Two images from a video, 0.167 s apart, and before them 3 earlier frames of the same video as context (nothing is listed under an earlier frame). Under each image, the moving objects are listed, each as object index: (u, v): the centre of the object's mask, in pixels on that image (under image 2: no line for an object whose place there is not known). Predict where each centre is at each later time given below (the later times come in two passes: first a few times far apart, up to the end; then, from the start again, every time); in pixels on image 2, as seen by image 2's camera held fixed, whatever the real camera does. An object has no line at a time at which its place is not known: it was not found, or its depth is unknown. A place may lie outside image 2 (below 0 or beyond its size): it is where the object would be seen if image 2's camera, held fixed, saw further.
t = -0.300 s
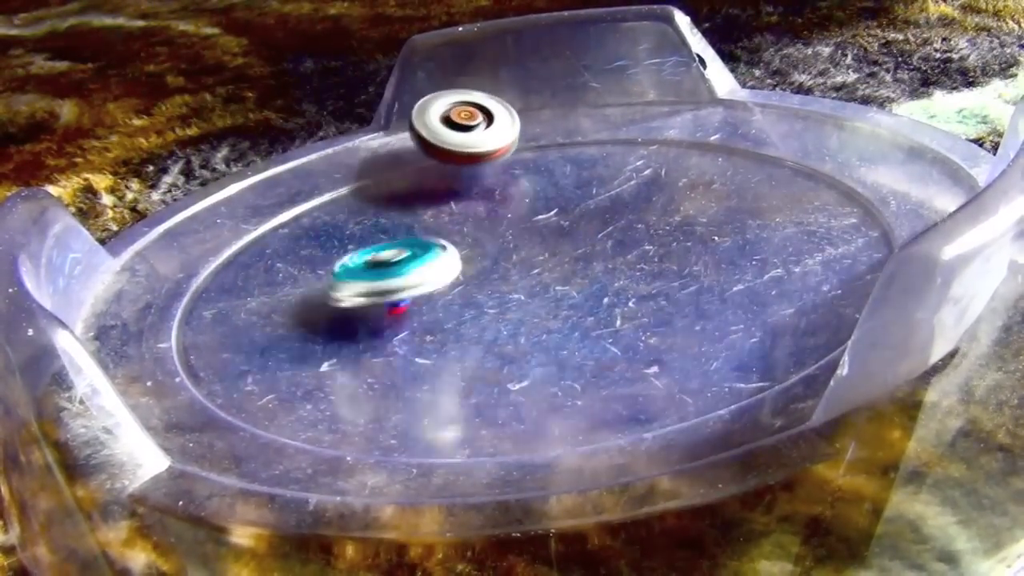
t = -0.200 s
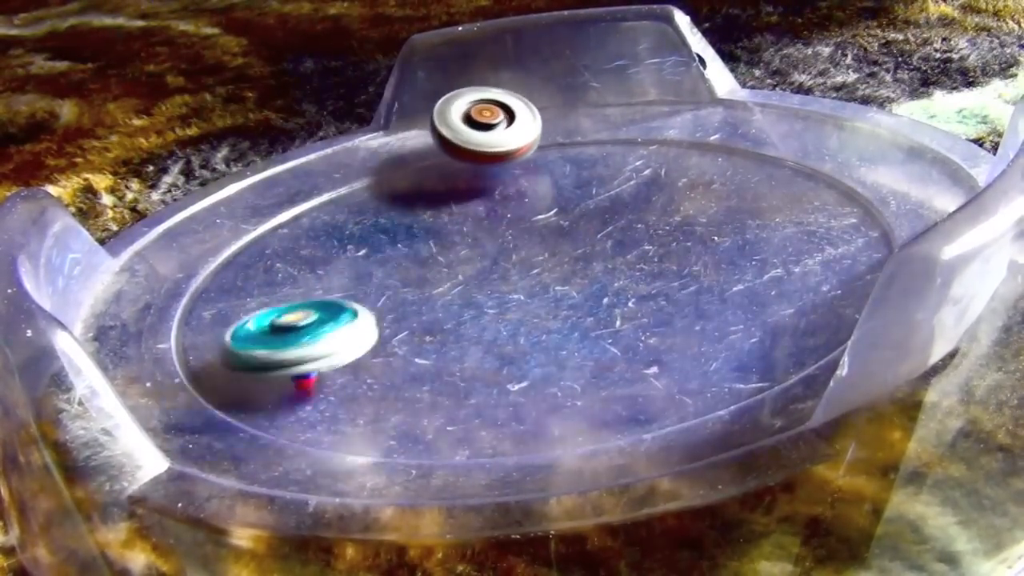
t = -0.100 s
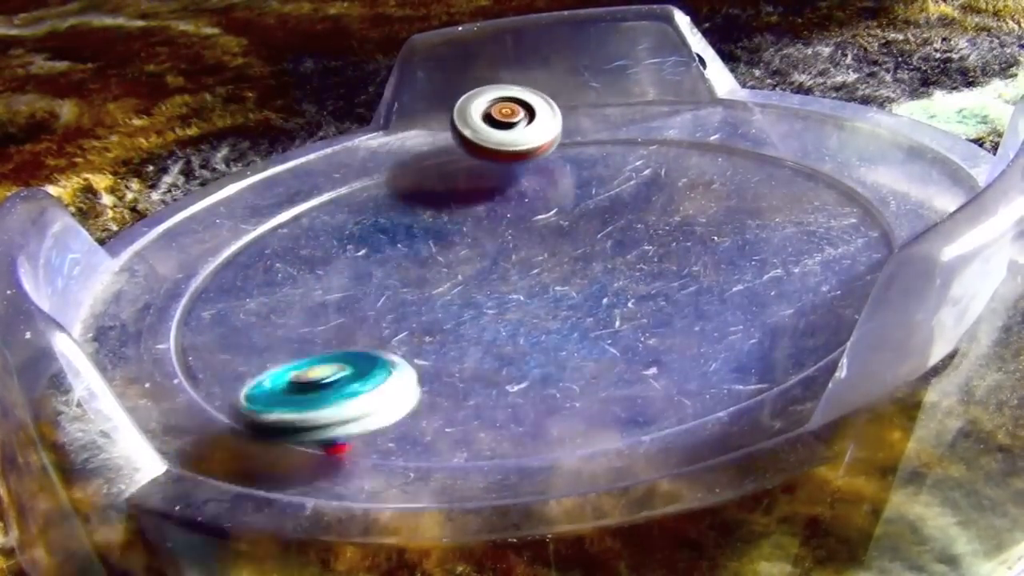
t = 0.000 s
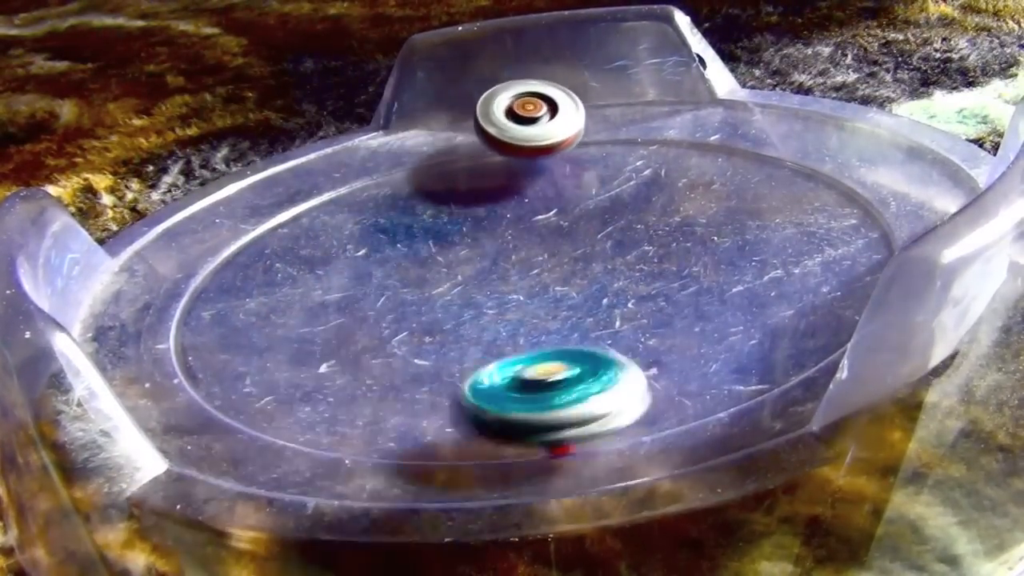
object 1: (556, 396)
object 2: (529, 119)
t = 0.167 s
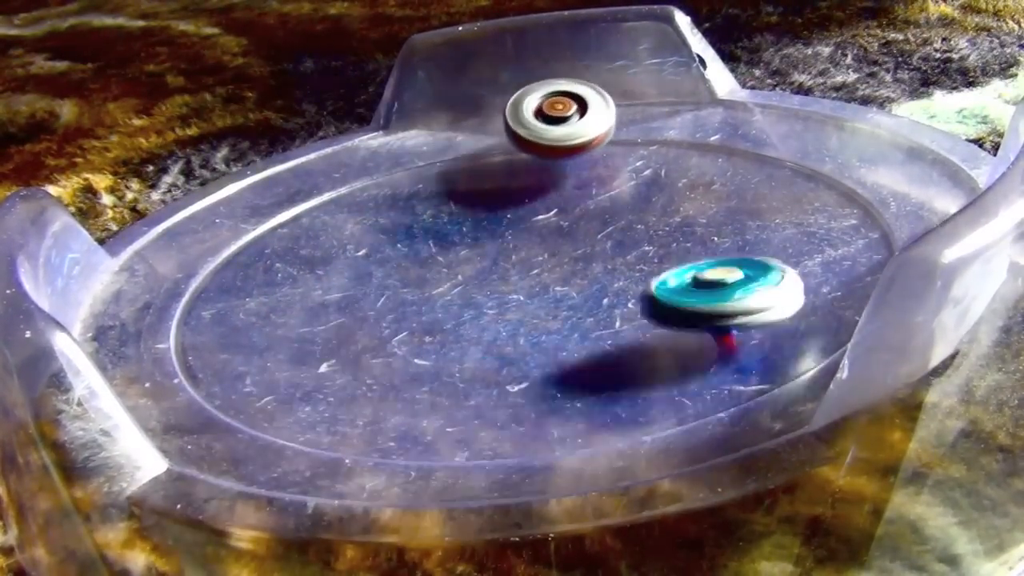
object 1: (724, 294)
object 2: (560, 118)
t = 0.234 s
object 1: (683, 259)
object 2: (576, 115)
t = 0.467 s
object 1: (339, 248)
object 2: (620, 116)
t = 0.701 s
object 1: (258, 374)
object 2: (665, 117)
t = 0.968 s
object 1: (597, 284)
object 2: (735, 119)
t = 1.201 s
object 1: (360, 199)
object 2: (766, 133)
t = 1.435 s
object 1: (211, 316)
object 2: (815, 144)
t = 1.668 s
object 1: (560, 285)
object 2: (752, 189)
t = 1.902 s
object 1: (462, 151)
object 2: (697, 279)
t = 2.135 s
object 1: (255, 190)
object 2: (833, 239)
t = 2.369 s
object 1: (422, 300)
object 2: (579, 281)
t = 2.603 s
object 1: (430, 255)
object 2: (820, 213)
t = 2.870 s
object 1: (469, 157)
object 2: (484, 277)
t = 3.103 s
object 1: (388, 222)
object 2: (492, 379)
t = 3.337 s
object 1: (619, 224)
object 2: (701, 295)
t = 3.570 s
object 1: (628, 114)
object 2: (439, 252)
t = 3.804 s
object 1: (482, 195)
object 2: (184, 320)
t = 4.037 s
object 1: (638, 263)
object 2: (481, 338)
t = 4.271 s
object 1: (770, 154)
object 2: (460, 221)
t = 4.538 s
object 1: (551, 198)
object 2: (234, 230)
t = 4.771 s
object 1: (588, 316)
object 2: (384, 272)
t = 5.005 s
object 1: (860, 233)
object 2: (341, 202)
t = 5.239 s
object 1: (724, 189)
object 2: (410, 236)
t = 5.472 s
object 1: (586, 276)
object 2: (355, 143)
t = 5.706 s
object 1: (548, 357)
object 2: (294, 154)
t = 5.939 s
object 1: (673, 301)
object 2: (391, 221)
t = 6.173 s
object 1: (459, 303)
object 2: (577, 162)
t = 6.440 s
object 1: (321, 369)
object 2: (535, 120)
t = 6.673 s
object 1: (500, 333)
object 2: (580, 125)
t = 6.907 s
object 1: (407, 256)
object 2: (606, 182)
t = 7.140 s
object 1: (235, 242)
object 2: (712, 177)
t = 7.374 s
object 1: (301, 297)
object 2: (659, 212)
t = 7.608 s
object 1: (487, 240)
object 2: (716, 254)
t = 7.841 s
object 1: (463, 153)
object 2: (674, 256)
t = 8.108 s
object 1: (411, 162)
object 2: (555, 326)
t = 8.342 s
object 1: (509, 222)
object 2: (575, 311)
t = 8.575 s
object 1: (644, 164)
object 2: (416, 314)
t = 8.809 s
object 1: (601, 128)
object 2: (401, 328)
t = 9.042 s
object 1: (558, 224)
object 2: (404, 276)
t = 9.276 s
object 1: (700, 253)
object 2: (335, 255)
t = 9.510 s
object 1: (761, 187)
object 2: (406, 244)
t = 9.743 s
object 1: (586, 250)
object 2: (439, 198)
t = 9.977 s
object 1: (546, 333)
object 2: (459, 197)
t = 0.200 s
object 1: (711, 275)
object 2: (572, 114)
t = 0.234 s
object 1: (683, 259)
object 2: (576, 115)
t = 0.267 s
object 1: (648, 248)
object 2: (583, 115)
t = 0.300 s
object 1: (602, 240)
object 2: (594, 112)
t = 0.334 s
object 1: (551, 235)
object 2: (600, 113)
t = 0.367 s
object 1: (500, 233)
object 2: (608, 112)
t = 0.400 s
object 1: (442, 235)
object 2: (612, 113)
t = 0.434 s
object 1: (389, 239)
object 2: (619, 111)
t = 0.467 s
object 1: (339, 248)
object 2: (620, 116)
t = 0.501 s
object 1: (286, 260)
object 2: (626, 116)
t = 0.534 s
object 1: (245, 274)
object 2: (637, 115)
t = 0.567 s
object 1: (208, 290)
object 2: (648, 111)
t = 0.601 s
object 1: (178, 306)
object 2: (649, 114)
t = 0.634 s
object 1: (182, 328)
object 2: (657, 114)
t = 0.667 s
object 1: (215, 356)
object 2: (667, 112)
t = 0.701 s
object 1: (258, 374)
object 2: (665, 117)
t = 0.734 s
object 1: (308, 383)
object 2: (669, 119)
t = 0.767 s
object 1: (371, 384)
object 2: (679, 119)
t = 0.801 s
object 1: (433, 380)
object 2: (695, 116)
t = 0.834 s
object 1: (494, 368)
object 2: (701, 114)
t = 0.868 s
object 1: (544, 351)
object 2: (702, 122)
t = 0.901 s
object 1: (580, 329)
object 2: (709, 123)
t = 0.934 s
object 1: (597, 306)
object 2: (722, 122)
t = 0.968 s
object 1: (597, 284)
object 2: (735, 119)
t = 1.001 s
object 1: (583, 263)
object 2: (738, 122)
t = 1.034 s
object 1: (561, 243)
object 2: (747, 122)
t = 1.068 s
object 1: (530, 227)
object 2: (747, 125)
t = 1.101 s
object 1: (490, 216)
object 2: (752, 127)
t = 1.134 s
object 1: (446, 207)
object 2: (764, 128)
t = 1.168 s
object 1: (402, 201)
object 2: (774, 126)
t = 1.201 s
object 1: (360, 199)
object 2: (766, 133)
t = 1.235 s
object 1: (315, 202)
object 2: (765, 136)
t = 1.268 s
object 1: (271, 207)
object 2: (769, 139)
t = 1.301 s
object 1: (238, 213)
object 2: (779, 141)
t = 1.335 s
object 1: (216, 232)
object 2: (790, 142)
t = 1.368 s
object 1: (193, 264)
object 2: (802, 143)
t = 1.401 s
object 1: (192, 294)
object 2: (813, 144)
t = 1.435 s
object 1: (211, 316)
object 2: (815, 144)
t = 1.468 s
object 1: (253, 331)
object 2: (809, 145)
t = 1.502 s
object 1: (311, 340)
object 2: (807, 149)
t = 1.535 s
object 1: (370, 344)
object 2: (805, 156)
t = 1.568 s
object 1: (433, 337)
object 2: (798, 162)
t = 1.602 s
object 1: (485, 326)
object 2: (788, 171)
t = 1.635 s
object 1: (528, 308)
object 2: (774, 179)
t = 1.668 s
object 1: (560, 285)
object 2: (752, 189)
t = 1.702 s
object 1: (576, 261)
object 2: (728, 202)
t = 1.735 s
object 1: (579, 236)
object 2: (706, 216)
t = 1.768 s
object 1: (571, 213)
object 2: (691, 232)
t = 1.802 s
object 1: (554, 193)
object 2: (680, 247)
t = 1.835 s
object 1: (527, 176)
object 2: (677, 261)
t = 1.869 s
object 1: (496, 163)
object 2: (683, 272)
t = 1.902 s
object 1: (462, 151)
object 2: (697, 279)
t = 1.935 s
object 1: (430, 145)
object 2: (720, 282)
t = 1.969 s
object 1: (396, 141)
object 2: (749, 279)
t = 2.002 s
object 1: (359, 151)
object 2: (780, 272)
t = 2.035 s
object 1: (322, 159)
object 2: (809, 261)
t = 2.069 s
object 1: (293, 167)
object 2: (828, 252)
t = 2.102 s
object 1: (269, 176)
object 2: (836, 244)
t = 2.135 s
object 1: (255, 190)
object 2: (833, 239)
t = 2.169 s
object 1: (249, 209)
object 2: (814, 236)
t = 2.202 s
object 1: (253, 232)
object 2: (783, 235)
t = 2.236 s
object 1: (269, 251)
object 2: (743, 238)
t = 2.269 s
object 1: (297, 273)
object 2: (698, 246)
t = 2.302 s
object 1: (334, 290)
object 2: (652, 256)
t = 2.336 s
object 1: (381, 300)
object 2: (606, 268)
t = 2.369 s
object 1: (422, 300)
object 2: (579, 281)
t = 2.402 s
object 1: (380, 284)
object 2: (664, 280)
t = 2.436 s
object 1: (356, 275)
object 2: (734, 273)
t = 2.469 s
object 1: (348, 266)
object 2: (786, 263)
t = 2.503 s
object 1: (356, 259)
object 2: (819, 250)
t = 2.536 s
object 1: (375, 257)
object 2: (834, 237)
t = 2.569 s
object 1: (401, 256)
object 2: (836, 223)
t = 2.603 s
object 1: (430, 255)
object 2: (820, 213)
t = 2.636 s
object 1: (464, 247)
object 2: (791, 209)
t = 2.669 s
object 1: (490, 234)
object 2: (752, 207)
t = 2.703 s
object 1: (507, 220)
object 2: (709, 211)
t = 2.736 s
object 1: (516, 204)
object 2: (662, 218)
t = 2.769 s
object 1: (516, 188)
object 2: (615, 229)
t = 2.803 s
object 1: (506, 175)
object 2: (567, 243)
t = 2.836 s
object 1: (490, 164)
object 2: (523, 259)
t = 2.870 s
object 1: (469, 157)
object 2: (484, 277)
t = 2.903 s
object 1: (447, 152)
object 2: (451, 296)
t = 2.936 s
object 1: (425, 152)
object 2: (428, 315)
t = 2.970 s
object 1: (406, 158)
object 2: (415, 333)
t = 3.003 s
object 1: (389, 169)
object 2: (414, 350)
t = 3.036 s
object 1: (381, 185)
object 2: (427, 363)
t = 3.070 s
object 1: (380, 203)
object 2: (454, 373)
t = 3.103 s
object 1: (388, 222)
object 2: (492, 379)
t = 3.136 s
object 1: (408, 240)
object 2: (537, 380)
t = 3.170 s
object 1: (438, 251)
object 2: (584, 375)
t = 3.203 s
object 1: (474, 257)
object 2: (630, 363)
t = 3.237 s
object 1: (514, 257)
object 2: (665, 348)
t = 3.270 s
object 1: (552, 251)
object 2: (690, 330)
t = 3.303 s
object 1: (587, 241)
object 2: (703, 312)
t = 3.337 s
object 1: (619, 224)
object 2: (701, 295)
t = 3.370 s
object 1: (641, 206)
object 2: (686, 281)
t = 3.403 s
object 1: (656, 187)
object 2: (659, 269)
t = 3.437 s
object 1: (661, 169)
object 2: (623, 260)
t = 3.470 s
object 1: (660, 151)
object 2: (583, 254)
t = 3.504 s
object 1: (653, 136)
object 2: (536, 251)
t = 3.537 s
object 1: (643, 124)
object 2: (487, 249)
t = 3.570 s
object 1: (628, 114)
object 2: (439, 252)
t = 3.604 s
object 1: (597, 118)
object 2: (390, 256)
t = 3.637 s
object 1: (567, 122)
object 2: (343, 263)
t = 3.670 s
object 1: (544, 129)
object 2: (301, 270)
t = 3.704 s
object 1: (523, 142)
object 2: (264, 281)
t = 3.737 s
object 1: (506, 159)
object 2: (232, 293)
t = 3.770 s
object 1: (493, 175)
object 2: (204, 306)
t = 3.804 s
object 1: (482, 195)
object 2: (184, 320)
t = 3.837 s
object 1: (481, 216)
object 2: (212, 336)
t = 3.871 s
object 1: (491, 233)
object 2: (248, 356)
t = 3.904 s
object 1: (507, 250)
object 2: (288, 362)
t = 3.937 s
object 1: (530, 262)
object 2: (336, 363)
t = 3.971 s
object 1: (563, 268)
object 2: (389, 359)
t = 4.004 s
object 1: (600, 267)
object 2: (440, 351)
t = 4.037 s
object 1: (638, 263)
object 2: (481, 338)
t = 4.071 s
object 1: (676, 253)
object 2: (510, 321)
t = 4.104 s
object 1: (709, 241)
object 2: (525, 303)
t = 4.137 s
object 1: (739, 223)
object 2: (531, 285)
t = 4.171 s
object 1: (759, 204)
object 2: (525, 266)
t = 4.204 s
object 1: (771, 185)
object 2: (510, 249)
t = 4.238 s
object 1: (773, 167)
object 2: (488, 233)
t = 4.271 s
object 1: (770, 154)
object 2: (460, 221)
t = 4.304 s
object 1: (755, 144)
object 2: (429, 210)
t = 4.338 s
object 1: (737, 138)
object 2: (396, 203)
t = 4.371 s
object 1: (707, 139)
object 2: (362, 198)
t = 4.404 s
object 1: (677, 143)
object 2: (327, 197)
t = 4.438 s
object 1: (644, 152)
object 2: (295, 197)
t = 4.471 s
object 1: (609, 166)
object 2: (264, 199)
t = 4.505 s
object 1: (581, 181)
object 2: (244, 205)
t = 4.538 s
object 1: (551, 198)
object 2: (234, 230)
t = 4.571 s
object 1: (532, 217)
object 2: (236, 245)
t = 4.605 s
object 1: (514, 237)
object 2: (246, 258)
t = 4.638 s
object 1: (503, 258)
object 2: (270, 272)
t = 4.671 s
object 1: (503, 275)
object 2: (303, 283)
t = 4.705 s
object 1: (510, 292)
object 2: (344, 287)
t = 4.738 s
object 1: (527, 306)
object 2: (385, 286)
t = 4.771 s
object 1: (588, 316)
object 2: (384, 272)
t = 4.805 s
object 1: (641, 320)
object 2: (391, 259)
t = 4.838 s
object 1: (692, 315)
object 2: (397, 245)
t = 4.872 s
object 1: (741, 302)
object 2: (396, 232)
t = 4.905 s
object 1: (782, 286)
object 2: (387, 221)
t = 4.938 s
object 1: (815, 269)
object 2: (374, 211)
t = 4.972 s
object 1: (839, 251)
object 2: (358, 205)
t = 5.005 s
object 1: (860, 233)
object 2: (341, 202)
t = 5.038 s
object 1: (875, 217)
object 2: (324, 204)
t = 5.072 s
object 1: (876, 204)
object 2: (315, 208)
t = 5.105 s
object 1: (860, 192)
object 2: (317, 215)
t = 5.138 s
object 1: (831, 187)
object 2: (328, 225)
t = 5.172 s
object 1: (801, 185)
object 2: (351, 234)
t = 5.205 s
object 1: (765, 187)
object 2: (378, 239)
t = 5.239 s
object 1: (724, 189)
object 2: (410, 236)
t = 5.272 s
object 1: (686, 195)
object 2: (438, 231)
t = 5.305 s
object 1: (643, 205)
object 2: (461, 221)
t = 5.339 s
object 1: (606, 214)
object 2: (479, 207)
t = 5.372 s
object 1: (609, 229)
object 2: (445, 177)
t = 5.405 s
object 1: (614, 248)
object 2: (408, 154)
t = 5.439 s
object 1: (605, 263)
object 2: (379, 139)
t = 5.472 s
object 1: (586, 276)
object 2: (355, 143)
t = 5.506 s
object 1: (563, 291)
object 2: (333, 150)
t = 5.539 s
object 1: (544, 305)
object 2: (317, 151)
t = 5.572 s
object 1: (527, 319)
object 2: (307, 149)
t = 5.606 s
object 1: (520, 331)
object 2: (299, 148)
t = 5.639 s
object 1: (521, 342)
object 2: (294, 148)
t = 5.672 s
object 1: (530, 351)
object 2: (292, 150)
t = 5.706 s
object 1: (548, 357)
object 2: (294, 154)
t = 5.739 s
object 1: (572, 360)
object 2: (301, 159)
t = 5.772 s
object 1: (606, 357)
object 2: (308, 169)
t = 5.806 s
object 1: (641, 348)
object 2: (320, 180)
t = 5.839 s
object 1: (669, 336)
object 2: (335, 188)
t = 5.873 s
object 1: (685, 323)
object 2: (350, 198)
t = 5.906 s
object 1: (684, 311)
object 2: (367, 211)
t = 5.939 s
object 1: (673, 301)
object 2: (391, 221)
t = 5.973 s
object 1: (653, 293)
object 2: (422, 227)
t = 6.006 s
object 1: (628, 288)
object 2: (454, 230)
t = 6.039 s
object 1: (596, 285)
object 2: (487, 228)
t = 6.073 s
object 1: (564, 283)
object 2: (517, 221)
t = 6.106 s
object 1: (529, 290)
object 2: (546, 201)
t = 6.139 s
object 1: (494, 298)
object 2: (565, 179)
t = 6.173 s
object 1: (459, 303)
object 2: (577, 162)
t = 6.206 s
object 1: (426, 310)
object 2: (581, 146)
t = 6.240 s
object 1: (397, 316)
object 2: (581, 131)
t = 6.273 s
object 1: (370, 324)
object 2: (582, 118)
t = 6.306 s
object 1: (345, 332)
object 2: (578, 107)
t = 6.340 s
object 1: (327, 341)
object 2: (560, 113)
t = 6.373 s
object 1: (316, 350)
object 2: (542, 119)
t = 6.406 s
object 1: (314, 360)
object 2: (535, 120)
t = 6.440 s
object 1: (321, 369)
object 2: (535, 120)
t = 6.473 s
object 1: (339, 375)
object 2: (541, 117)
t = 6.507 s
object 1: (370, 377)
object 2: (547, 116)
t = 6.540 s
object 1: (405, 374)
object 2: (554, 116)
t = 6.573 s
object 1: (441, 368)
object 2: (561, 117)
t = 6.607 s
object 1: (470, 359)
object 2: (568, 119)
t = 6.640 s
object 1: (490, 347)
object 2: (574, 121)
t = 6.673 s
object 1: (500, 333)
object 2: (580, 125)
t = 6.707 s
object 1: (501, 319)
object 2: (584, 130)
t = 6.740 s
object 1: (497, 306)
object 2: (588, 136)
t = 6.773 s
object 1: (487, 294)
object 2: (588, 143)
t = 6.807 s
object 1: (472, 283)
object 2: (585, 154)
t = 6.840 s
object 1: (452, 273)
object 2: (588, 164)
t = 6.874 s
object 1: (430, 264)
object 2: (594, 175)
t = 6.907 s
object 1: (407, 256)
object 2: (606, 182)
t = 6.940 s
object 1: (382, 249)
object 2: (621, 188)
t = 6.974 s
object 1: (357, 243)
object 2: (638, 191)
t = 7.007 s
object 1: (332, 240)
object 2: (657, 192)
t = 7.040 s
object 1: (306, 238)
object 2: (675, 190)
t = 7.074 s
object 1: (280, 239)
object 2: (692, 186)
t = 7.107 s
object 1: (256, 240)
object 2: (704, 182)
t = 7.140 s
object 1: (235, 242)
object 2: (712, 177)
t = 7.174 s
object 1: (218, 246)
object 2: (716, 173)
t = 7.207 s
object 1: (202, 253)
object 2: (713, 170)
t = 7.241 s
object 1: (200, 267)
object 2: (703, 172)
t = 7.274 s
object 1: (213, 276)
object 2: (690, 179)
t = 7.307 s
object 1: (238, 284)
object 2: (677, 189)
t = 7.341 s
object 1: (268, 292)
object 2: (666, 200)
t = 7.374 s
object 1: (301, 297)
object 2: (659, 212)
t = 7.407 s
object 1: (337, 298)
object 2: (656, 224)
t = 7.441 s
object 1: (372, 295)
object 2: (658, 234)
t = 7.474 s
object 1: (405, 288)
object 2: (664, 243)
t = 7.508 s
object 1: (433, 279)
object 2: (673, 249)
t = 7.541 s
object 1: (456, 268)
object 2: (687, 254)
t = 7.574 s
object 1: (474, 255)
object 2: (702, 254)
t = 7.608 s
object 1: (487, 240)
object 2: (716, 254)
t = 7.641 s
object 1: (494, 226)
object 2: (727, 252)
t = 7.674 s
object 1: (498, 212)
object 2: (736, 248)
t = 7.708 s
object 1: (498, 198)
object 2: (738, 245)
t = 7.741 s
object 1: (496, 184)
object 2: (729, 244)
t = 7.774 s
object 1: (489, 172)
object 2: (714, 245)
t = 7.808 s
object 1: (477, 162)
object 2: (695, 250)
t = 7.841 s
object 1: (463, 153)
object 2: (674, 256)
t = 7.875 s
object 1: (453, 144)
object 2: (652, 264)
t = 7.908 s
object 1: (441, 136)
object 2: (630, 272)
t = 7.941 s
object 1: (426, 142)
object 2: (609, 282)
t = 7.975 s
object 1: (418, 146)
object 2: (590, 291)
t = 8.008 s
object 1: (413, 148)
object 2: (574, 301)
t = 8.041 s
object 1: (410, 150)
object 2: (562, 310)
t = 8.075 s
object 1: (411, 156)
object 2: (555, 319)
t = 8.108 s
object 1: (411, 162)
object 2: (555, 326)
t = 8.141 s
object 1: (413, 170)
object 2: (560, 331)
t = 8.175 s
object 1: (417, 182)
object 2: (570, 332)
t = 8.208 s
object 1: (424, 195)
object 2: (582, 330)
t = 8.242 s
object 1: (438, 207)
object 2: (591, 326)
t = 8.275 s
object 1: (458, 216)
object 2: (594, 321)
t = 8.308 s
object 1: (483, 221)
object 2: (588, 315)
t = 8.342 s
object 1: (509, 222)
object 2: (575, 311)
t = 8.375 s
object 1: (535, 221)
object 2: (557, 308)
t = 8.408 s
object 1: (562, 215)
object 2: (534, 306)
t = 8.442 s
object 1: (585, 207)
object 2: (509, 306)
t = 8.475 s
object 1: (606, 198)
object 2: (485, 307)
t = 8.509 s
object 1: (623, 186)
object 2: (460, 308)
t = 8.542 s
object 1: (635, 176)
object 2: (436, 311)
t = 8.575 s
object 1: (644, 164)
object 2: (416, 314)
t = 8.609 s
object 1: (646, 151)
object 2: (398, 318)
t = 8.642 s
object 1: (643, 141)
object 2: (385, 322)
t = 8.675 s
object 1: (640, 133)
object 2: (378, 325)
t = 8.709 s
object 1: (636, 126)
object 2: (377, 329)
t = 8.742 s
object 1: (629, 123)
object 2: (380, 331)
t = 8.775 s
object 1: (617, 123)
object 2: (389, 331)
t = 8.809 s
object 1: (601, 128)
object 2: (401, 328)
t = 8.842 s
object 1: (586, 138)
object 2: (412, 322)
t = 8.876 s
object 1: (573, 152)
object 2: (419, 316)
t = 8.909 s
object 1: (562, 166)
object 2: (422, 308)
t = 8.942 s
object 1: (556, 179)
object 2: (423, 300)
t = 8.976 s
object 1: (551, 195)
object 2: (421, 292)
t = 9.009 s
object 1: (552, 210)
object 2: (414, 284)
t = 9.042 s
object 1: (558, 224)
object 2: (404, 276)
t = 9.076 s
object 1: (568, 237)
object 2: (392, 269)
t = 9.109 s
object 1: (583, 246)
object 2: (379, 264)
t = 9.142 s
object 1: (601, 254)
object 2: (366, 259)
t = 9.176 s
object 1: (624, 256)
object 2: (356, 255)
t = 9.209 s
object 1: (647, 258)
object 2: (346, 255)
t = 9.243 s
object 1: (673, 257)
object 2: (339, 254)
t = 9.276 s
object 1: (700, 253)
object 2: (335, 255)
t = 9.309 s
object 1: (727, 246)
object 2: (334, 256)
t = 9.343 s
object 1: (749, 237)
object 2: (340, 257)
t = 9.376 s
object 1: (770, 223)
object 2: (351, 258)
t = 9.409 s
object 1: (781, 211)
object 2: (365, 257)
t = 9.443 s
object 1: (787, 200)
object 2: (380, 254)
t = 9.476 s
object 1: (781, 190)
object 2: (393, 249)
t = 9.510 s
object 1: (761, 187)
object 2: (406, 244)
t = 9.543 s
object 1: (735, 188)
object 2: (417, 236)
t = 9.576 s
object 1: (711, 193)
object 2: (426, 230)
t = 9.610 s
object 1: (683, 200)
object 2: (432, 222)
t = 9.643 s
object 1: (653, 211)
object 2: (436, 215)
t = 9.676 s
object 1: (628, 223)
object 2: (439, 208)
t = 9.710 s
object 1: (606, 237)
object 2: (440, 203)
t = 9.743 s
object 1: (586, 250)
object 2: (439, 198)
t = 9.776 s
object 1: (566, 264)
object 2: (436, 194)
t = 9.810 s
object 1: (552, 276)
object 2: (435, 192)
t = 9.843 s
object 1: (542, 290)
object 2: (434, 191)
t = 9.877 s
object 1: (538, 301)
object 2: (435, 192)
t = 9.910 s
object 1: (535, 313)
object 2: (440, 194)
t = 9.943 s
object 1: (539, 324)
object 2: (448, 196)
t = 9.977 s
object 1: (546, 333)
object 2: (459, 197)
